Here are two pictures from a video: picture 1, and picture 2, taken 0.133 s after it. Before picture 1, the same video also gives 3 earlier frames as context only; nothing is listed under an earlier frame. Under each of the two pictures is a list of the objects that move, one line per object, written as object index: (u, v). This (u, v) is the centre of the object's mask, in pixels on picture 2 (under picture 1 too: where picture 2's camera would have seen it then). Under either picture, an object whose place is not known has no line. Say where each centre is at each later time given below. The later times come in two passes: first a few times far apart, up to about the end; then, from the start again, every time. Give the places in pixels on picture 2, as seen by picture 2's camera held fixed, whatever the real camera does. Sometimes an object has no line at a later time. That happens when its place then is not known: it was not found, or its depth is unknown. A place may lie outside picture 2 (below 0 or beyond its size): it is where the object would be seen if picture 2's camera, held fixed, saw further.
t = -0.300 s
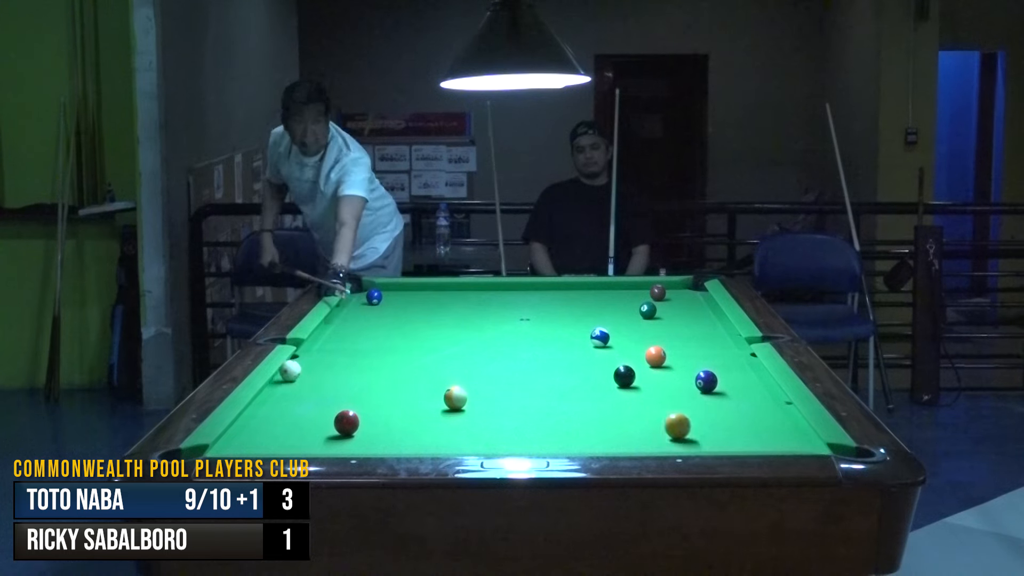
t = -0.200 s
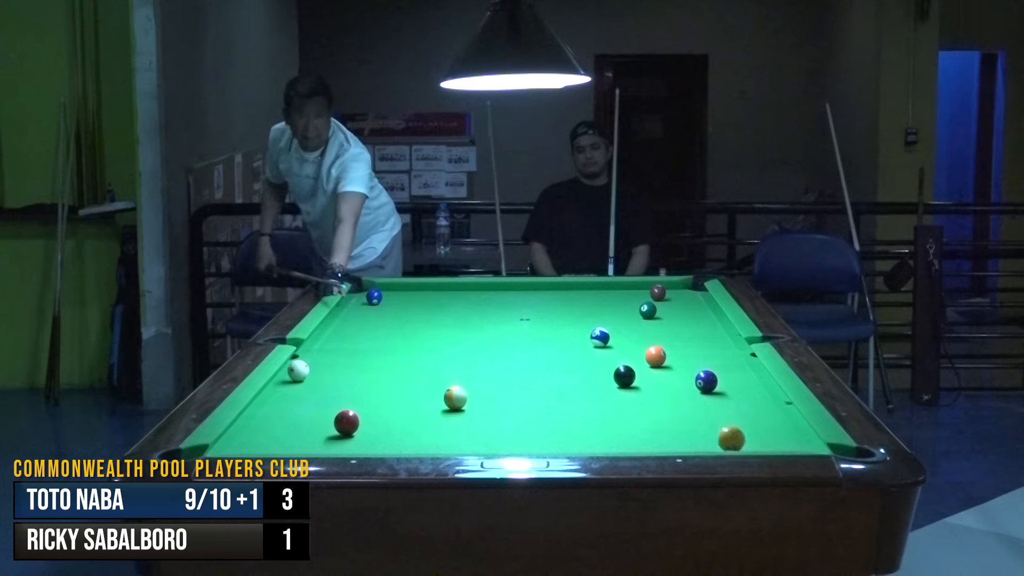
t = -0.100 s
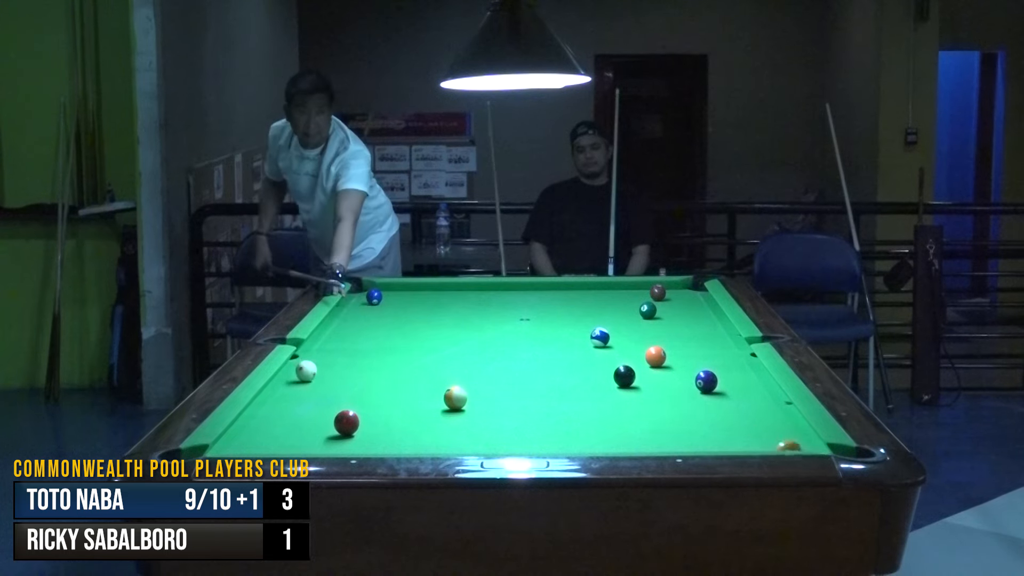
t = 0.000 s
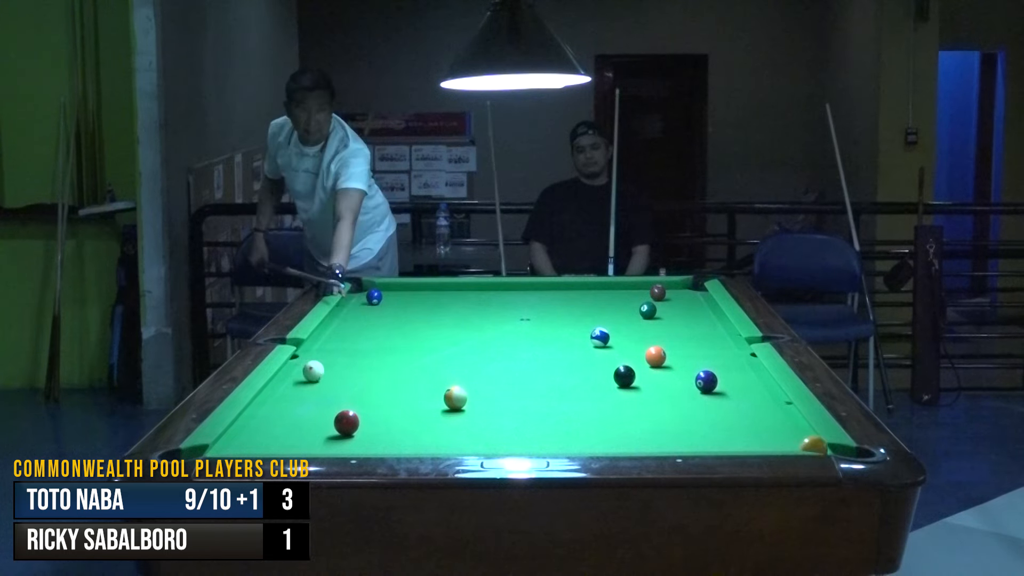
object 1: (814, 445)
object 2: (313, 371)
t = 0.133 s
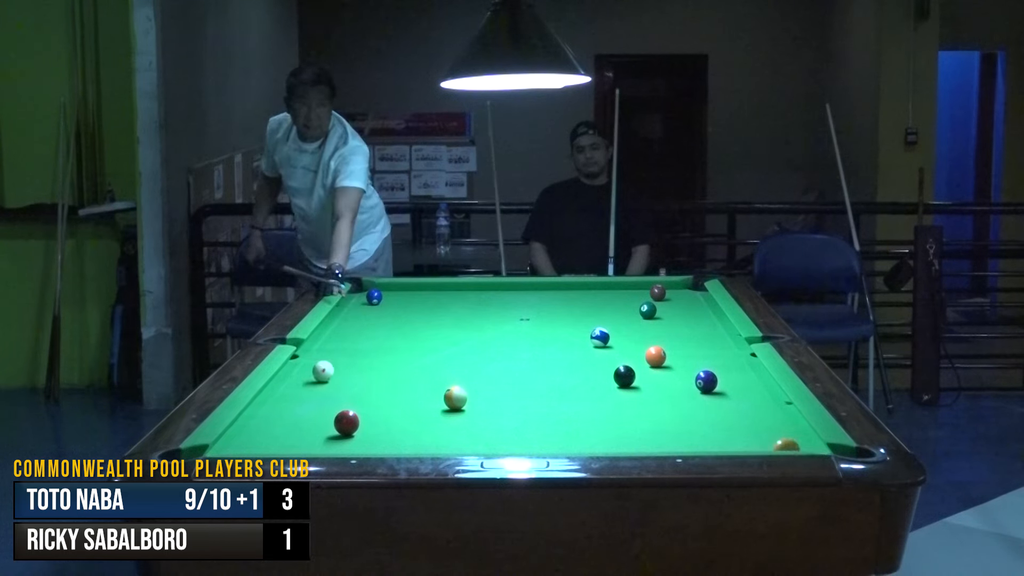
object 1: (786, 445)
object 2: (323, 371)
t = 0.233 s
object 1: (767, 446)
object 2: (330, 371)
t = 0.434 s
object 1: (736, 445)
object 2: (343, 372)
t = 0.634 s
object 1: (708, 444)
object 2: (355, 372)
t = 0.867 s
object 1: (677, 444)
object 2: (367, 372)
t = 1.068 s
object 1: (652, 443)
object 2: (376, 372)
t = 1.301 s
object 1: (625, 442)
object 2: (385, 372)
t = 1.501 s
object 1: (604, 442)
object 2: (392, 373)
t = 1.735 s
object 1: (581, 441)
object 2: (399, 373)
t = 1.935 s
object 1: (563, 440)
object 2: (403, 373)
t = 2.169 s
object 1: (543, 439)
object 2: (407, 373)
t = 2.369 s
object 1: (528, 439)
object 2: (409, 373)
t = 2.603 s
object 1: (511, 438)
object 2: (410, 372)
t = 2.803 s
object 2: (410, 373)
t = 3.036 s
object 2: (409, 373)
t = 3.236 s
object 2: (409, 373)
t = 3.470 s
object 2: (409, 373)
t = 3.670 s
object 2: (409, 373)
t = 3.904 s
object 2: (409, 373)
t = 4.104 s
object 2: (409, 373)
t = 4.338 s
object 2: (409, 373)
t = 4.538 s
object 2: (409, 373)
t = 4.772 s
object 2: (409, 373)
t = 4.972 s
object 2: (409, 373)
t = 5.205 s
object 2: (409, 373)
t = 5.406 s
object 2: (409, 373)
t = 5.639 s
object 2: (409, 373)
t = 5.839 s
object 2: (409, 373)
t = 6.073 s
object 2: (409, 373)
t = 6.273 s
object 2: (409, 373)
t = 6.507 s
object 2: (409, 373)
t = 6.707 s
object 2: (409, 373)
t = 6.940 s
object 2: (409, 373)
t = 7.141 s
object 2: (409, 373)
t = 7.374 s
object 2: (409, 373)
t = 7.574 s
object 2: (409, 373)
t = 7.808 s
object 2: (409, 373)
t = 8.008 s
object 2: (409, 373)
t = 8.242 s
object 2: (409, 373)
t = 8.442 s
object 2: (409, 373)
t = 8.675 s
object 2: (409, 373)
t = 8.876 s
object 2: (409, 373)
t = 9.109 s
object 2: (409, 373)
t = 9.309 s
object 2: (409, 373)
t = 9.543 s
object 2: (409, 373)
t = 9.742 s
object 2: (409, 373)
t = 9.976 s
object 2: (409, 373)
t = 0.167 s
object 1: (780, 445)
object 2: (325, 371)
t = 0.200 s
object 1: (773, 446)
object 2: (328, 371)
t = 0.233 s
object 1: (767, 446)
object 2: (330, 371)
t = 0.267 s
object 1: (761, 446)
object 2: (332, 371)
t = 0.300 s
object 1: (756, 446)
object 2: (334, 372)
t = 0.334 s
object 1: (751, 445)
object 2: (337, 372)
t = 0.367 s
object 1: (746, 445)
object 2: (339, 372)
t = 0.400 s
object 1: (741, 445)
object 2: (341, 372)
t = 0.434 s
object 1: (736, 445)
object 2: (343, 372)
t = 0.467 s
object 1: (731, 445)
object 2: (345, 372)
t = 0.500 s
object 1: (727, 445)
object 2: (347, 372)
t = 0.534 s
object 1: (722, 445)
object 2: (349, 372)
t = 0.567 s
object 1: (717, 445)
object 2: (351, 372)
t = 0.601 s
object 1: (713, 444)
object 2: (353, 372)
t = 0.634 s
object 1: (708, 444)
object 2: (355, 372)
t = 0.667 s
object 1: (703, 444)
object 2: (356, 372)
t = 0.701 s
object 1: (699, 444)
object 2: (358, 372)
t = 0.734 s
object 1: (694, 444)
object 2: (360, 372)
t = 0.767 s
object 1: (690, 444)
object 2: (362, 372)
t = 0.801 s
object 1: (686, 444)
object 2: (364, 372)
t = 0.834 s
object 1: (681, 444)
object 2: (365, 372)
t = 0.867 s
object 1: (677, 444)
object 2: (367, 372)
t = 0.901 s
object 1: (673, 444)
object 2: (368, 372)
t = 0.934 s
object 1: (669, 443)
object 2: (370, 372)
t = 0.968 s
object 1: (664, 443)
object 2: (372, 372)
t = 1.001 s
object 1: (661, 443)
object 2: (373, 372)
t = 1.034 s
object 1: (656, 443)
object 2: (375, 372)
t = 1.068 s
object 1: (652, 443)
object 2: (376, 372)
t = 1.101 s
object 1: (648, 443)
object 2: (378, 372)
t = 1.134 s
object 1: (644, 443)
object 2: (379, 372)
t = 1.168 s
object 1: (641, 443)
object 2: (380, 372)
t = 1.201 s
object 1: (637, 442)
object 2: (381, 372)
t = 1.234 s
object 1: (633, 442)
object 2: (383, 373)
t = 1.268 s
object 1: (629, 442)
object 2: (384, 372)
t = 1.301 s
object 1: (625, 442)
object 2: (385, 372)
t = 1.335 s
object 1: (622, 442)
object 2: (387, 372)
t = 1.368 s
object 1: (618, 442)
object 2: (388, 373)
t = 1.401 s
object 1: (615, 442)
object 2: (389, 373)
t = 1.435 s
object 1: (611, 442)
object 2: (390, 372)
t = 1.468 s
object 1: (608, 442)
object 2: (391, 373)
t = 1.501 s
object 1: (604, 442)
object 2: (392, 373)
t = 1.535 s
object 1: (601, 441)
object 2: (393, 373)
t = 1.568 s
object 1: (597, 441)
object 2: (395, 373)
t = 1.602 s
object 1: (594, 441)
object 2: (395, 373)
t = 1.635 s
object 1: (591, 441)
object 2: (397, 373)
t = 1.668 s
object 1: (587, 441)
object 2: (397, 373)
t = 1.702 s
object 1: (584, 441)
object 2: (398, 373)
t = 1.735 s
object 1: (581, 441)
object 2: (399, 373)
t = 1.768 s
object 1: (578, 441)
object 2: (400, 373)
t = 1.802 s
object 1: (575, 440)
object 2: (401, 373)
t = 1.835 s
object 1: (572, 440)
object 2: (401, 373)
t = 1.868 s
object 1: (568, 440)
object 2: (402, 373)
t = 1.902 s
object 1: (566, 440)
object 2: (402, 373)
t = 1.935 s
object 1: (563, 440)
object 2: (403, 373)
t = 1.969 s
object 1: (560, 440)
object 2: (404, 372)
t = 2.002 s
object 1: (557, 440)
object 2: (404, 373)
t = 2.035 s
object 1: (554, 440)
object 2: (405, 373)
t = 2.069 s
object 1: (551, 440)
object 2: (405, 373)
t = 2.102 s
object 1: (548, 440)
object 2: (406, 373)
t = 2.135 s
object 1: (546, 440)
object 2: (406, 373)
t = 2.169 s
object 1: (543, 439)
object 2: (407, 373)
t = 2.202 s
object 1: (540, 439)
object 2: (407, 373)
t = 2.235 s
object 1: (538, 439)
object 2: (408, 372)
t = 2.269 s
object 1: (535, 439)
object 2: (408, 373)
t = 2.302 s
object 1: (533, 439)
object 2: (408, 373)
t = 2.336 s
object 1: (530, 439)
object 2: (409, 373)
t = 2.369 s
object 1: (528, 439)
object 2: (409, 373)
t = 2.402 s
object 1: (525, 439)
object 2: (409, 373)
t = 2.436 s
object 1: (523, 439)
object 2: (409, 373)
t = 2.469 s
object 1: (520, 438)
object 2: (410, 373)
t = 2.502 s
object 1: (518, 438)
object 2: (410, 372)
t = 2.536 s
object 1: (516, 438)
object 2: (410, 373)
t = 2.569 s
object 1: (514, 438)
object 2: (410, 373)
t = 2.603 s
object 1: (511, 438)
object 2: (410, 372)
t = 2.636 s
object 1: (509, 438)
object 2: (410, 372)
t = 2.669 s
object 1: (507, 438)
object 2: (410, 373)
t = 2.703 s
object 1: (505, 438)
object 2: (410, 373)
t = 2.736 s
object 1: (503, 438)
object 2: (410, 373)
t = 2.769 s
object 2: (410, 373)
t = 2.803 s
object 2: (410, 373)
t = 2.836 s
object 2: (409, 373)
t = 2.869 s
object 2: (409, 373)
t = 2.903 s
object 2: (409, 373)
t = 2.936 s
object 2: (409, 373)
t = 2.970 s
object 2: (409, 373)
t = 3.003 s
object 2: (409, 373)
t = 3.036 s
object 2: (409, 373)
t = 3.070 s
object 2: (409, 373)
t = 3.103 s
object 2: (409, 373)
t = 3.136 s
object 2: (409, 373)
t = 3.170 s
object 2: (409, 373)
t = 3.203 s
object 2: (409, 373)
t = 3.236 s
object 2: (409, 373)
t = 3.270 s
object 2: (409, 373)
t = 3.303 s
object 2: (409, 373)
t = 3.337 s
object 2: (409, 373)
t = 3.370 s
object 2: (409, 373)
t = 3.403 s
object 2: (409, 373)
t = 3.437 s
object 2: (409, 373)
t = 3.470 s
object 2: (409, 373)
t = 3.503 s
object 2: (409, 373)
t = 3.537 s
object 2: (409, 373)
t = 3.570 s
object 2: (409, 373)
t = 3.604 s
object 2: (409, 373)
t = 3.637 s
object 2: (409, 373)
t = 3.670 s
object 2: (409, 373)
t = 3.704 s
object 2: (409, 373)
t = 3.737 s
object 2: (409, 373)
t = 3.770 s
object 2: (409, 373)
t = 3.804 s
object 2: (409, 373)
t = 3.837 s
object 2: (409, 373)
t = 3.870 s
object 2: (409, 373)
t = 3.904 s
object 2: (409, 373)
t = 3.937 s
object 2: (409, 373)
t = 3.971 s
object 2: (409, 373)
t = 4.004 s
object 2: (409, 373)
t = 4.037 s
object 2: (409, 373)
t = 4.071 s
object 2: (409, 373)
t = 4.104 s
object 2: (409, 373)
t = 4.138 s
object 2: (409, 373)
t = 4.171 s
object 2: (409, 373)
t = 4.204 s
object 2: (409, 373)
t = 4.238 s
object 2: (409, 373)
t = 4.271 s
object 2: (409, 373)
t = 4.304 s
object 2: (409, 373)
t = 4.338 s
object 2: (409, 373)
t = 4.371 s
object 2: (409, 373)
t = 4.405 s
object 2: (409, 373)
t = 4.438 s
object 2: (409, 373)
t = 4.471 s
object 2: (409, 373)
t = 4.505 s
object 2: (409, 373)
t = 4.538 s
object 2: (409, 373)
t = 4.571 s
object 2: (409, 373)
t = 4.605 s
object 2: (409, 373)
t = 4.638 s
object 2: (409, 373)
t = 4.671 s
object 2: (409, 373)
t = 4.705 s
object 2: (409, 373)
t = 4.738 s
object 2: (409, 373)
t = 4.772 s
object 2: (409, 373)
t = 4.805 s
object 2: (409, 373)
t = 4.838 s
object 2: (409, 373)
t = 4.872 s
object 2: (409, 373)
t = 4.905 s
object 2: (409, 373)
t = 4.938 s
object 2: (409, 373)
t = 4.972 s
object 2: (409, 373)
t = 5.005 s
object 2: (409, 373)
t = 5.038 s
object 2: (409, 373)
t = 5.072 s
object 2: (409, 373)
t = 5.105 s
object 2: (409, 373)
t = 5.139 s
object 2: (409, 373)
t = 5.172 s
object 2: (409, 373)
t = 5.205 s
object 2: (409, 373)
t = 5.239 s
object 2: (409, 373)
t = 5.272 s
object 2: (409, 373)
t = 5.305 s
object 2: (409, 373)
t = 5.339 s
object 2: (409, 373)
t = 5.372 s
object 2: (409, 373)
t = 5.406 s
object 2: (409, 373)
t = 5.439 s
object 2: (409, 373)
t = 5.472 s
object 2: (409, 373)
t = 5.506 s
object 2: (409, 373)
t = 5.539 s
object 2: (409, 373)
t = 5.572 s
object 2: (409, 373)
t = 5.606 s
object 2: (409, 373)
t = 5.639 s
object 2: (409, 373)
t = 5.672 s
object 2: (409, 373)
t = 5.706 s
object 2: (409, 373)
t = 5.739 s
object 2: (409, 373)
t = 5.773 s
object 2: (409, 373)
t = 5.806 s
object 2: (409, 373)
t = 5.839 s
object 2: (409, 373)
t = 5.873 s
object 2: (409, 373)
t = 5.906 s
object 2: (409, 373)
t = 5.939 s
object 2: (409, 373)
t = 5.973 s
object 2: (409, 373)
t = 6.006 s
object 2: (409, 373)
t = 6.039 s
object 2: (409, 373)
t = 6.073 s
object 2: (409, 373)
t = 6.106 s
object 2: (409, 373)
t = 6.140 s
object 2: (409, 373)
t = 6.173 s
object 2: (409, 373)
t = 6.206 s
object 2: (409, 373)
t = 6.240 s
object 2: (409, 373)
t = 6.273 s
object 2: (409, 373)
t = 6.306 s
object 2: (409, 373)
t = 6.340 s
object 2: (409, 373)
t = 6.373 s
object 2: (409, 373)
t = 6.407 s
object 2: (409, 373)
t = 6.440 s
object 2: (409, 373)
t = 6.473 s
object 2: (409, 373)
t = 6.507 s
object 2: (409, 373)
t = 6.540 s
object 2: (409, 373)
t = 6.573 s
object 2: (409, 373)
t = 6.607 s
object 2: (409, 373)
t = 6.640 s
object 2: (409, 373)
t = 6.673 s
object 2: (409, 373)
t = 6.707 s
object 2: (409, 373)
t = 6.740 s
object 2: (409, 373)
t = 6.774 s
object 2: (409, 373)
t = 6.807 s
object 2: (409, 373)
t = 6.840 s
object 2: (409, 373)
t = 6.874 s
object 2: (409, 373)
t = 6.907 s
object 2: (409, 373)
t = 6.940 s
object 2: (409, 373)
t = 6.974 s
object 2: (409, 373)
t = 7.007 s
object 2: (409, 373)
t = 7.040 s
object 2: (409, 373)
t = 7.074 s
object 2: (409, 373)
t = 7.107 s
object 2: (409, 373)
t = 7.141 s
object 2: (409, 373)
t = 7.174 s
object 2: (409, 373)
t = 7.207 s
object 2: (409, 373)
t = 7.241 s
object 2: (409, 373)
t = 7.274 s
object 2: (409, 373)
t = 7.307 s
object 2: (409, 373)
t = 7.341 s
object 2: (409, 373)
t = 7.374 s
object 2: (409, 373)
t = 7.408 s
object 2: (409, 373)
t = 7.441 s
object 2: (409, 373)
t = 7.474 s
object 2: (409, 373)
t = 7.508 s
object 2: (409, 373)
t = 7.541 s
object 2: (409, 373)
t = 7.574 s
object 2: (409, 373)
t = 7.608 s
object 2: (409, 373)
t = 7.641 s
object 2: (409, 373)
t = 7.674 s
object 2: (409, 373)
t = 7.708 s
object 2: (409, 373)
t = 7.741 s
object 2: (409, 373)
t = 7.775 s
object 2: (409, 373)
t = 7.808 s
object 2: (409, 373)
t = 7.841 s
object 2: (409, 373)
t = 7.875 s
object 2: (409, 373)
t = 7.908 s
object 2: (409, 373)
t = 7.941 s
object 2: (409, 373)
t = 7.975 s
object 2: (409, 373)
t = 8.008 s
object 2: (409, 373)
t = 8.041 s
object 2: (409, 373)
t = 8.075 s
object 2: (409, 373)
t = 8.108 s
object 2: (409, 373)
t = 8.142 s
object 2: (409, 373)
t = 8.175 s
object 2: (409, 373)
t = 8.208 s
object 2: (409, 373)
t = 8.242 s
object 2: (409, 373)
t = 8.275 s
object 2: (409, 373)
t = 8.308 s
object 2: (409, 373)
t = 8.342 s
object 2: (409, 373)
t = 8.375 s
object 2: (409, 373)
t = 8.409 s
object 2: (409, 373)
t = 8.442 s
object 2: (409, 373)
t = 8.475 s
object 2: (409, 373)
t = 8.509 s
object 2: (409, 373)
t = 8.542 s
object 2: (409, 373)
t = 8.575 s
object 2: (409, 373)
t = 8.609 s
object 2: (409, 373)
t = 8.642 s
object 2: (409, 373)
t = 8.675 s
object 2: (409, 373)
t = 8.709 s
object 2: (409, 373)
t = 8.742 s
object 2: (409, 373)
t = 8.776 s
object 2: (409, 373)
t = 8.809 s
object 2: (409, 373)
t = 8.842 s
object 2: (409, 373)
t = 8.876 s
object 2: (409, 373)
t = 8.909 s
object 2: (409, 373)
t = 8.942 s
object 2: (409, 373)
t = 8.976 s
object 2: (409, 373)
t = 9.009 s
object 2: (409, 373)
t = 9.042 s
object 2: (409, 373)
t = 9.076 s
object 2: (409, 373)
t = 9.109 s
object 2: (409, 373)
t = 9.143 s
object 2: (409, 373)
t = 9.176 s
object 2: (409, 373)
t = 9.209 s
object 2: (409, 373)
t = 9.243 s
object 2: (409, 373)
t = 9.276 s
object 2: (409, 373)
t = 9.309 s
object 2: (409, 373)
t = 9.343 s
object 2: (409, 373)
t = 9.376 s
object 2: (409, 373)
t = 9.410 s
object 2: (409, 373)
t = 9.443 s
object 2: (409, 373)
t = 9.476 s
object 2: (409, 373)
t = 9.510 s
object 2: (409, 373)
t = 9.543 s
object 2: (409, 373)
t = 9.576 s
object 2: (409, 373)
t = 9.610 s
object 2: (409, 373)
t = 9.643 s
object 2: (409, 373)
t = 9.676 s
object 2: (409, 373)
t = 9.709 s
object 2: (409, 373)
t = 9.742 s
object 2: (409, 373)
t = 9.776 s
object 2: (409, 373)
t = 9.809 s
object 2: (409, 373)
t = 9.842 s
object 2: (409, 373)
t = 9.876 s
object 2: (409, 373)
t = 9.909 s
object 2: (409, 373)
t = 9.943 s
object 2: (409, 373)
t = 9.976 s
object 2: (409, 373)
